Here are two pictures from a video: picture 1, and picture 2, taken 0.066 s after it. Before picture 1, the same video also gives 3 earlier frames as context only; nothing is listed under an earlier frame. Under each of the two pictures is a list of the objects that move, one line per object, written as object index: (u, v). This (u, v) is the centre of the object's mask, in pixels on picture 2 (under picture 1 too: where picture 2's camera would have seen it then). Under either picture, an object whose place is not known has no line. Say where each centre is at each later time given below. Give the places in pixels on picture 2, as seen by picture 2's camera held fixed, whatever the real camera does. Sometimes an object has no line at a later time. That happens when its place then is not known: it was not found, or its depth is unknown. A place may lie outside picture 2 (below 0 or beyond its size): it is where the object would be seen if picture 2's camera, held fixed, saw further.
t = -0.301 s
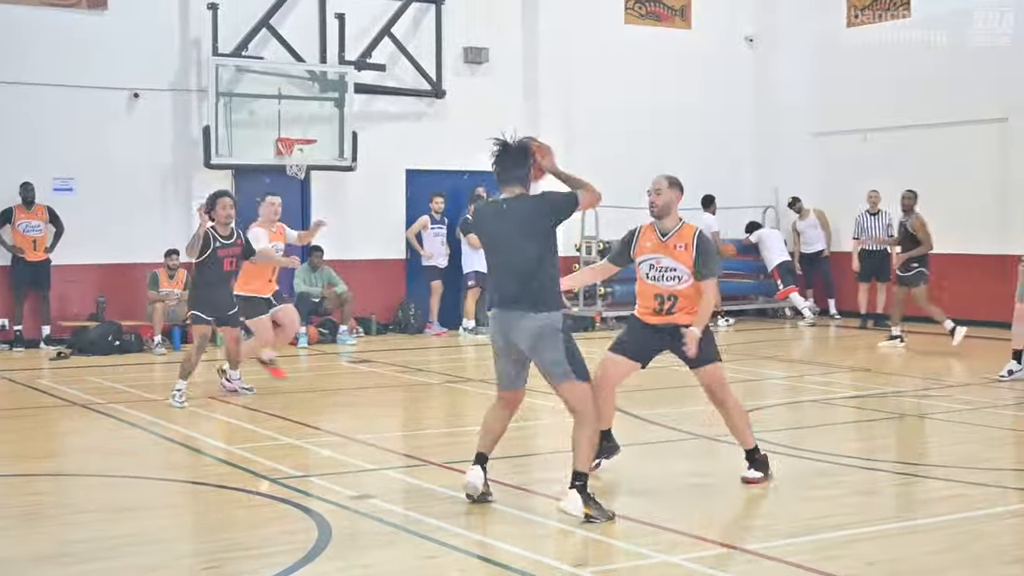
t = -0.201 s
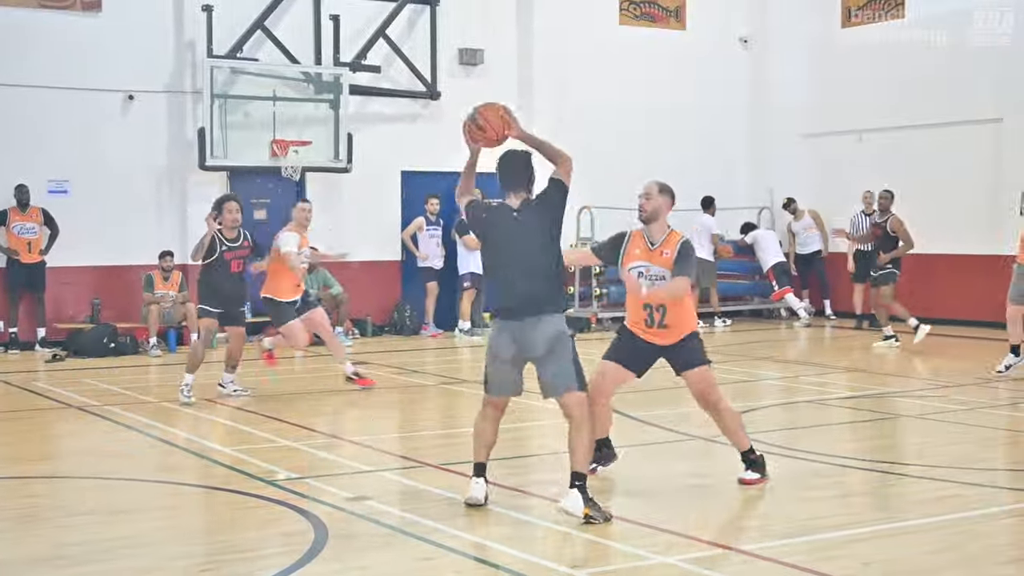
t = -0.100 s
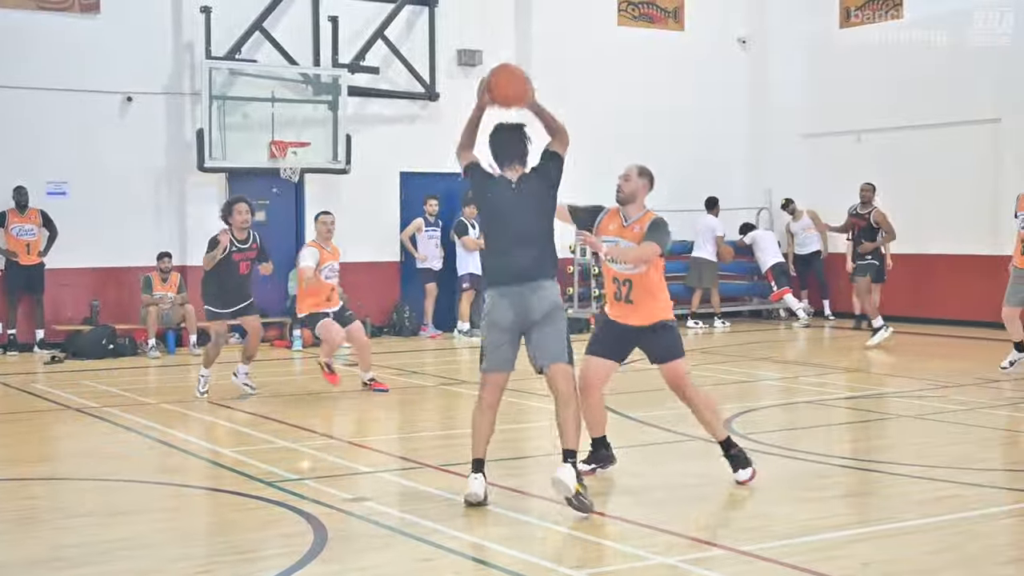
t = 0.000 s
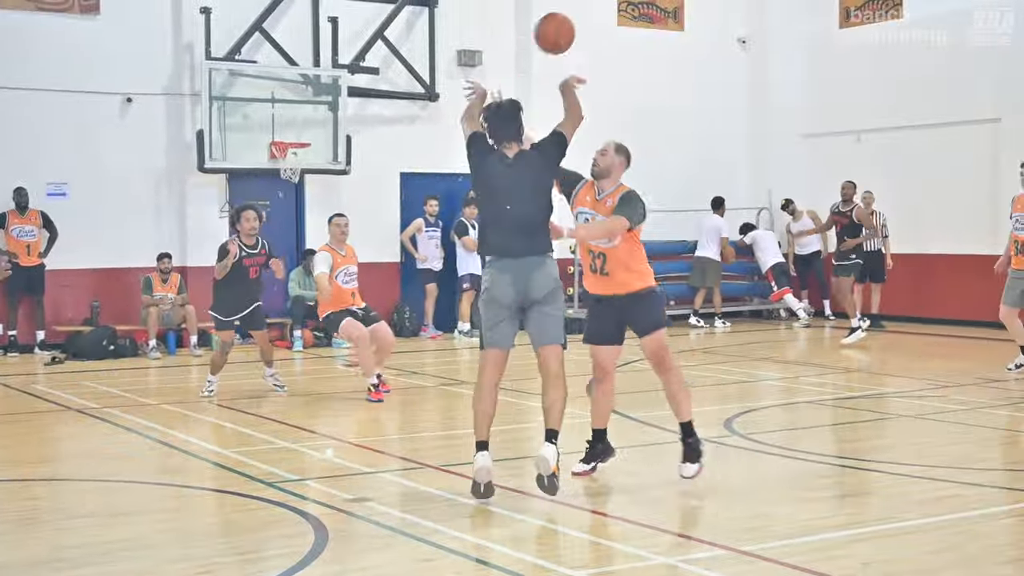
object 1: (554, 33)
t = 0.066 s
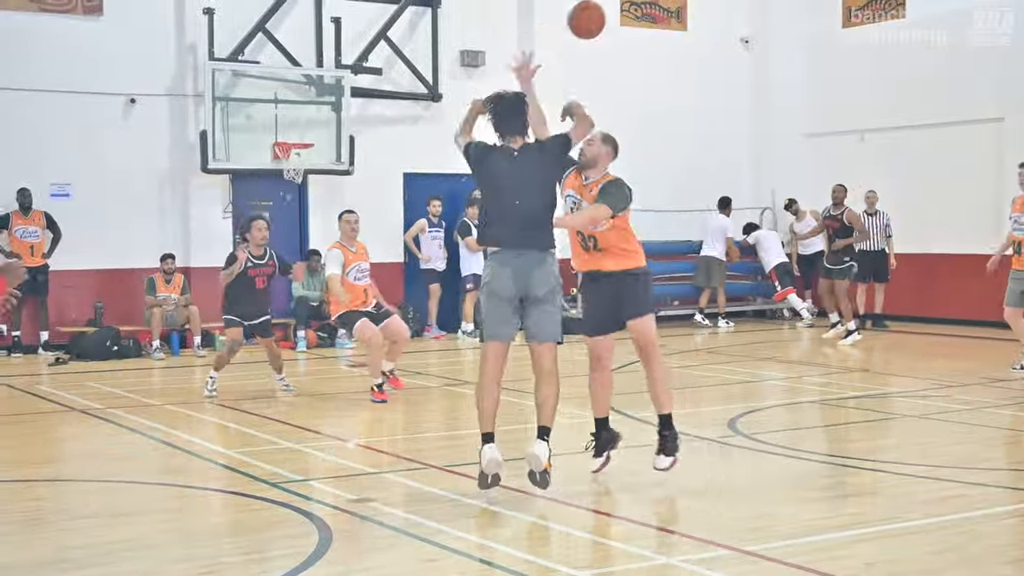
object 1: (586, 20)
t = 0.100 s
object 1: (600, 17)
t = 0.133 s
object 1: (611, 15)
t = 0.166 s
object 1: (622, 15)
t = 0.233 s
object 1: (644, 19)
